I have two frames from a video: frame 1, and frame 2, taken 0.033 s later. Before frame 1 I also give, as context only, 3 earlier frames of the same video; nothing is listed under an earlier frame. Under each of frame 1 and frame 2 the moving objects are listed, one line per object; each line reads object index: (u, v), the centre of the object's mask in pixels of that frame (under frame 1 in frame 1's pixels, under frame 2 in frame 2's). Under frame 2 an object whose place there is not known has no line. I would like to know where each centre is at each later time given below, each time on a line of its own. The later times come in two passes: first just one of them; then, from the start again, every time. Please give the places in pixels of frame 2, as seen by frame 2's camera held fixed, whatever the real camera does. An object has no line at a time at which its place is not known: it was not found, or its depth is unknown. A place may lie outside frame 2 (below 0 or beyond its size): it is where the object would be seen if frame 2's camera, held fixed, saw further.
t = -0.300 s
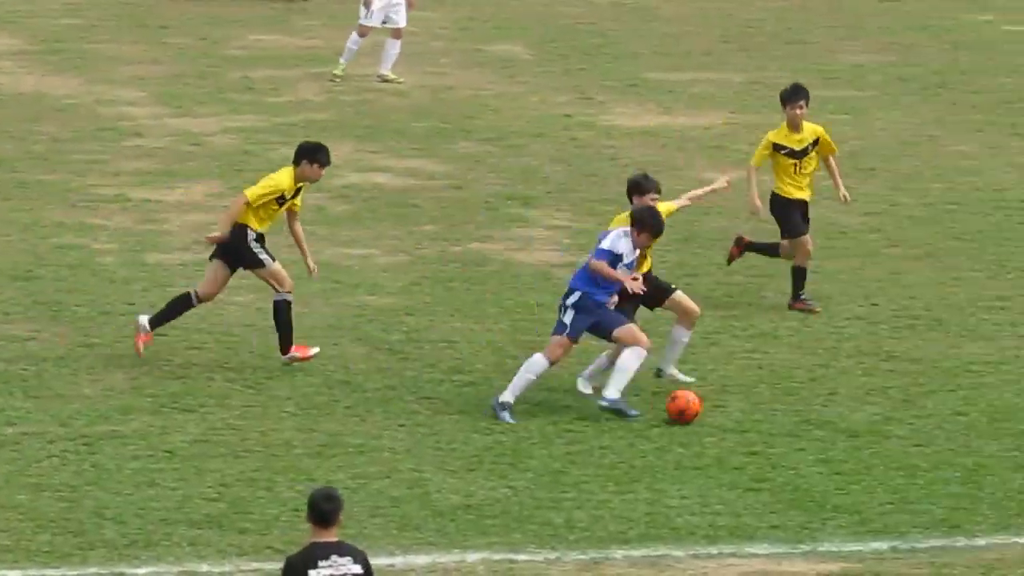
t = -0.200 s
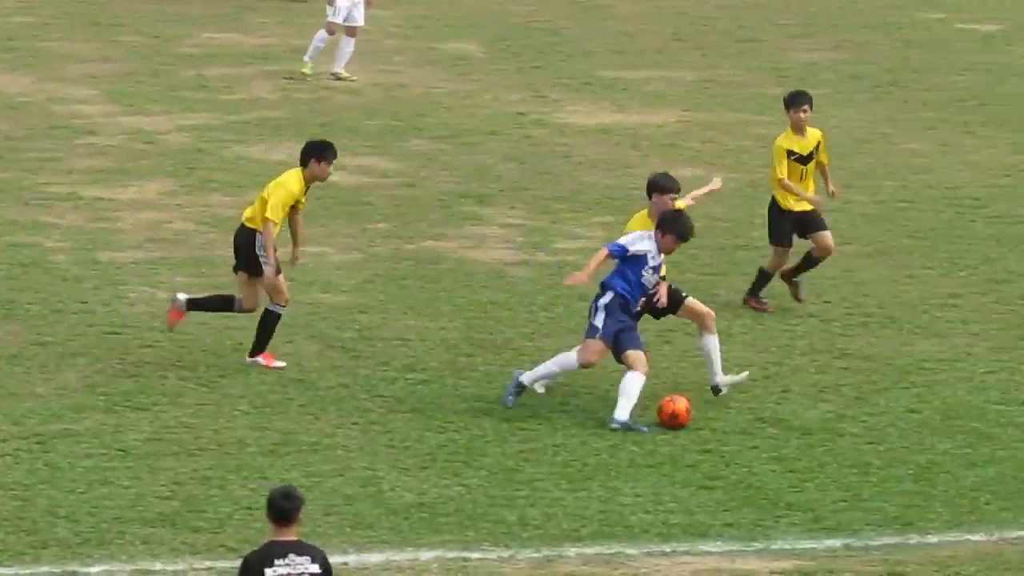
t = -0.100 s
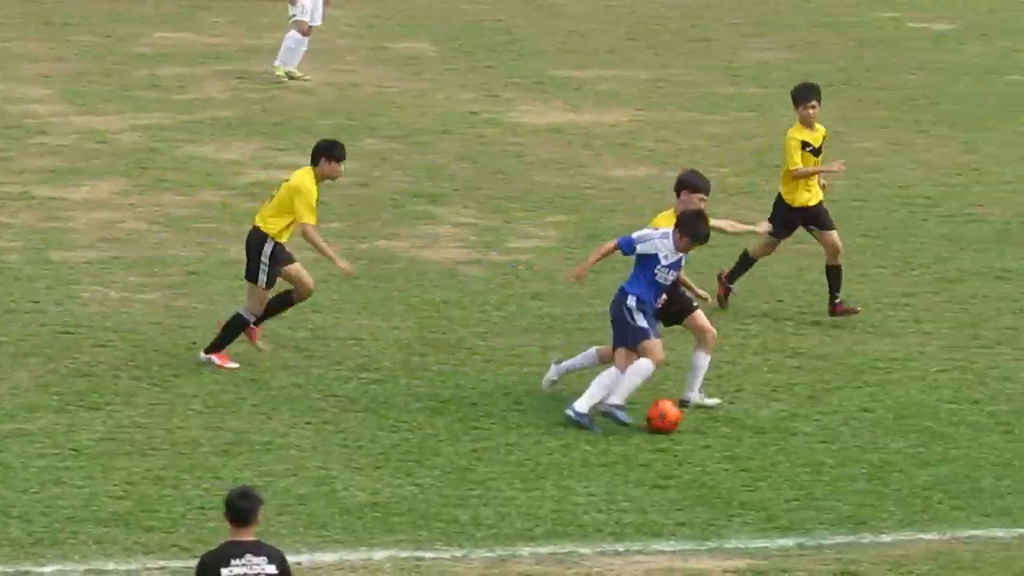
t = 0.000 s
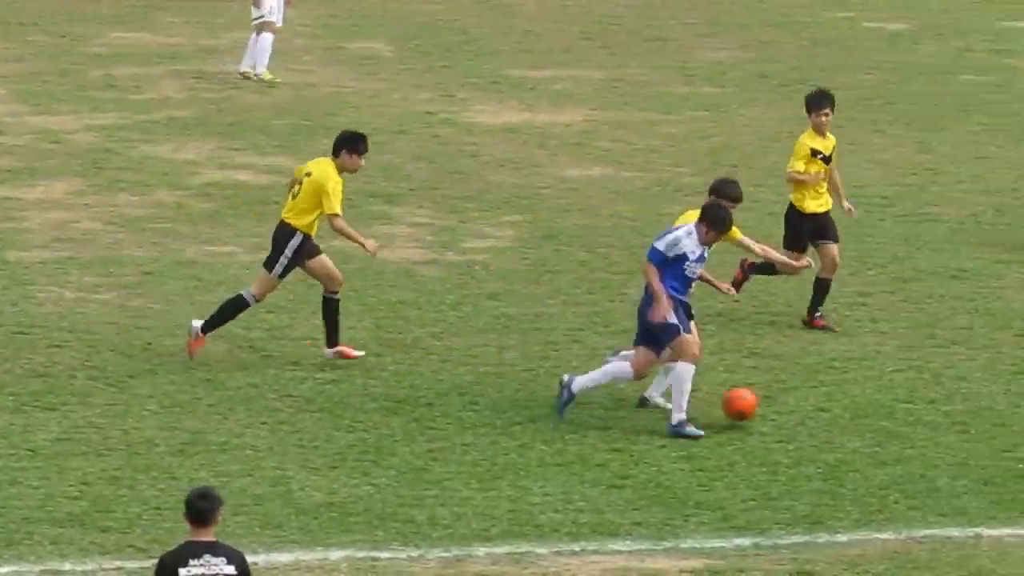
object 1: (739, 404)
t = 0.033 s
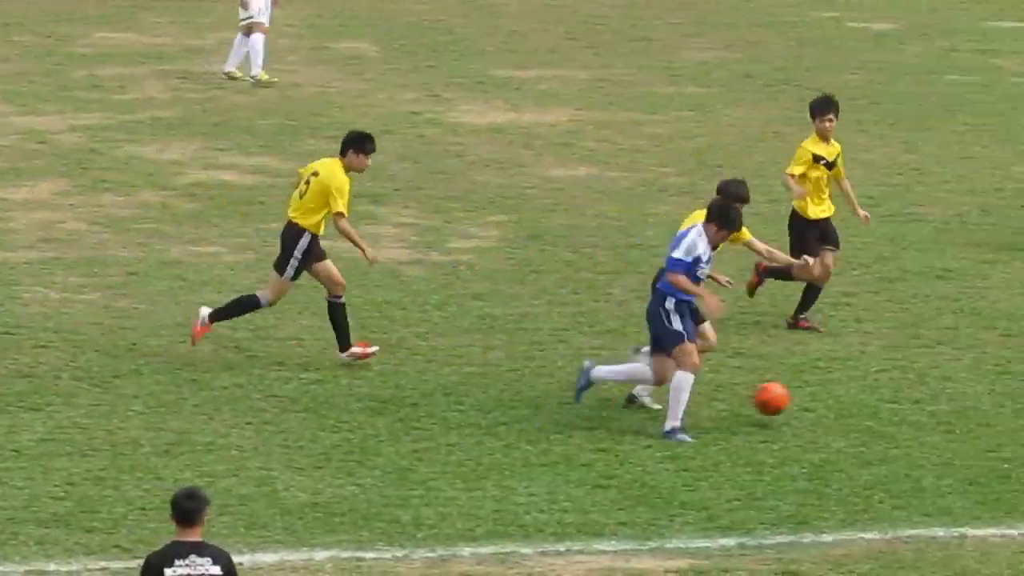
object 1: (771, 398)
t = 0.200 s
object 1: (997, 396)
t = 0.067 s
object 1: (816, 394)
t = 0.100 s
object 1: (862, 392)
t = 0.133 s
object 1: (907, 391)
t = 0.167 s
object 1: (952, 393)
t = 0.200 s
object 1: (997, 396)
